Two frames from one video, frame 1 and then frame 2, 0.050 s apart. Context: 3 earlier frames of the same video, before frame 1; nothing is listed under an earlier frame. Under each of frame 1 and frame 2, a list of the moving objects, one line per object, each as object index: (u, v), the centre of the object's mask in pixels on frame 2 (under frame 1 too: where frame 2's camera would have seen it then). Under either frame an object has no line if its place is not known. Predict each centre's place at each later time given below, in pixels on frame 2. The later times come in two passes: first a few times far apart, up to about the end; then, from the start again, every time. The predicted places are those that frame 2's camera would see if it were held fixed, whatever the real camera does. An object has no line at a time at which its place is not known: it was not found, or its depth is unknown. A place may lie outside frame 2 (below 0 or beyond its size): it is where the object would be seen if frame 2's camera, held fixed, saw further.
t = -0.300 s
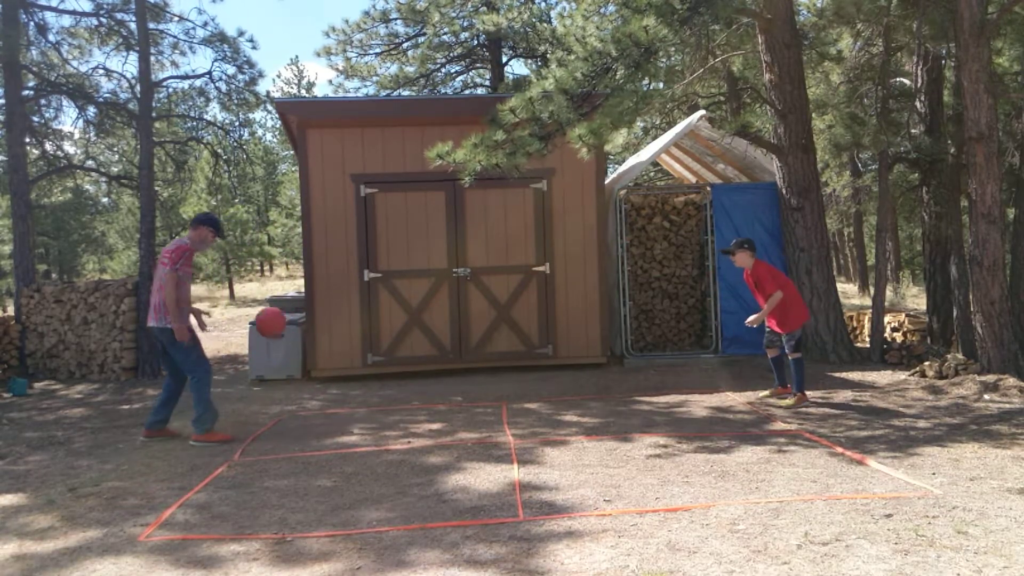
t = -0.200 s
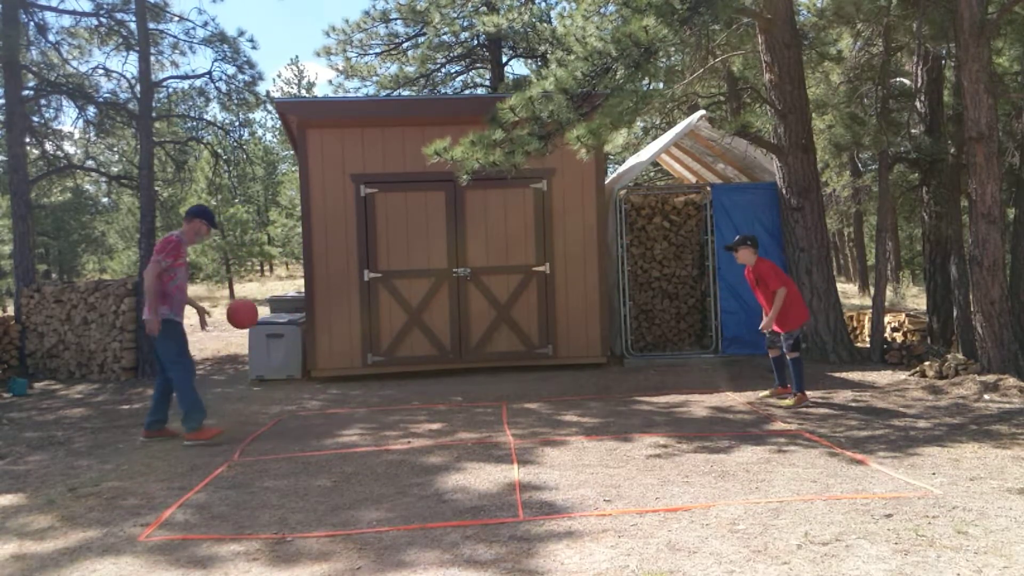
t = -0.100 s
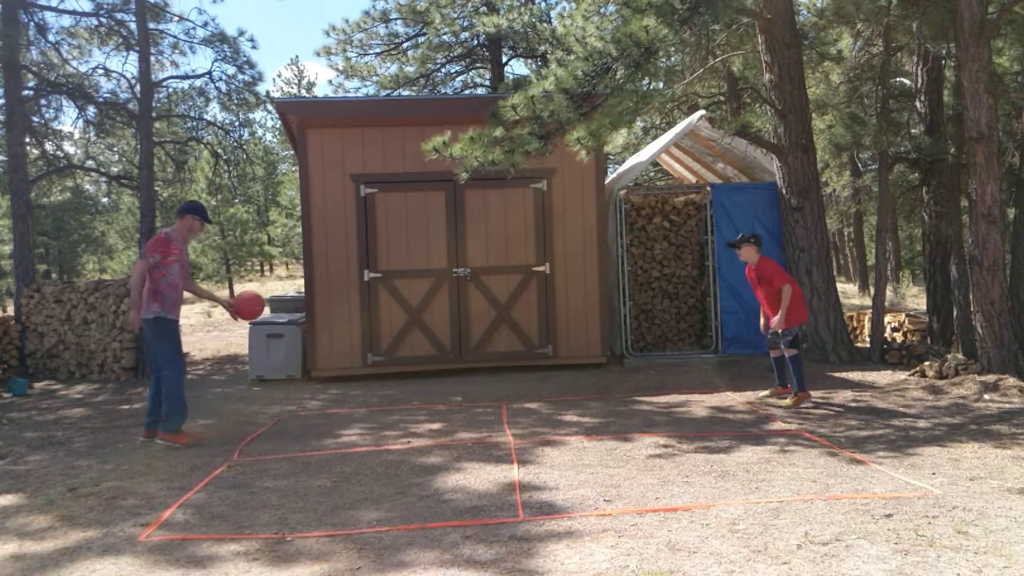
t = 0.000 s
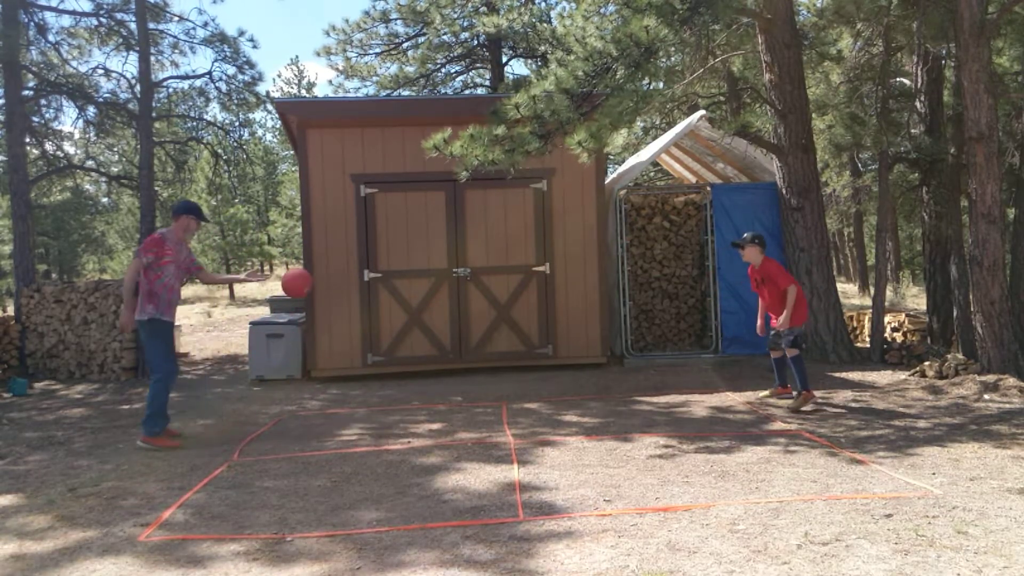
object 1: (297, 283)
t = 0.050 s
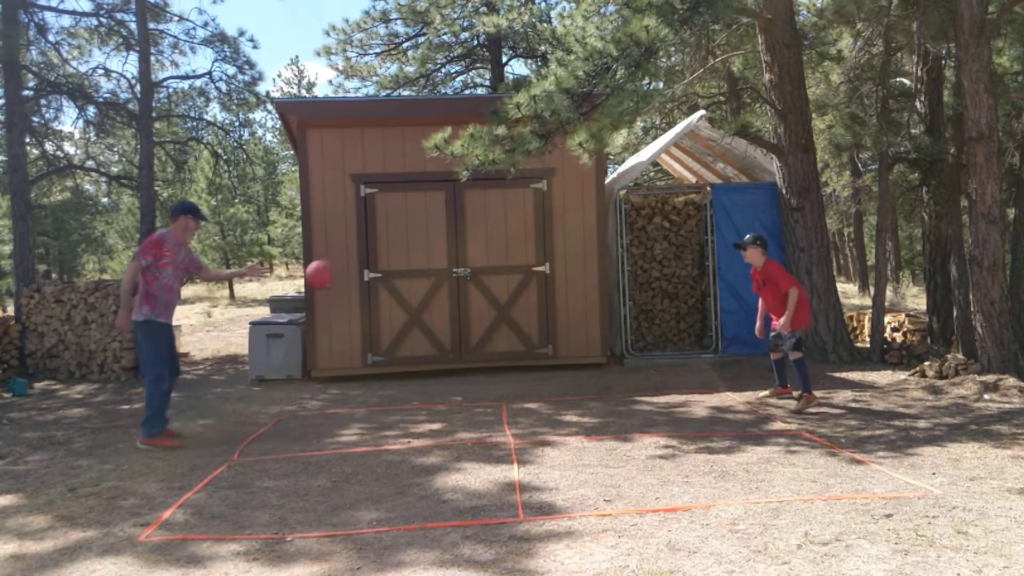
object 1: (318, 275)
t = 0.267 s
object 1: (426, 276)
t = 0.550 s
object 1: (561, 369)
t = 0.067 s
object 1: (327, 273)
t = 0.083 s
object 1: (336, 271)
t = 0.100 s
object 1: (345, 269)
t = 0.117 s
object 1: (353, 268)
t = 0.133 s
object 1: (360, 268)
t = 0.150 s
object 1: (369, 268)
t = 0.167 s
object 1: (377, 268)
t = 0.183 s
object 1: (385, 268)
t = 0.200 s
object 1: (393, 268)
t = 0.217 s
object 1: (401, 270)
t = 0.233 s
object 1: (409, 271)
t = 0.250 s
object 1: (418, 273)
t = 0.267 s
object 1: (426, 276)
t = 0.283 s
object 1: (433, 278)
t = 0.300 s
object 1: (441, 282)
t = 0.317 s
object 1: (449, 285)
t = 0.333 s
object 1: (457, 289)
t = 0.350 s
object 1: (465, 293)
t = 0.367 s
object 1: (474, 298)
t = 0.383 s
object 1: (481, 302)
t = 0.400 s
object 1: (489, 308)
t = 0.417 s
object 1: (498, 313)
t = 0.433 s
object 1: (505, 319)
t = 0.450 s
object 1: (514, 325)
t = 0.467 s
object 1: (521, 332)
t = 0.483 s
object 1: (529, 339)
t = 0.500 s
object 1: (537, 346)
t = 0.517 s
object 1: (545, 353)
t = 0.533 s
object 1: (553, 361)
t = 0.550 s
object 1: (561, 369)
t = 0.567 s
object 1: (568, 378)
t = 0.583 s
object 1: (577, 386)
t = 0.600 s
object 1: (583, 396)
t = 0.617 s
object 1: (592, 405)
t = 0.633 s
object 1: (596, 401)
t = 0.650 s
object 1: (601, 391)
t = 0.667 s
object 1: (606, 382)
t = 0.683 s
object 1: (610, 374)
